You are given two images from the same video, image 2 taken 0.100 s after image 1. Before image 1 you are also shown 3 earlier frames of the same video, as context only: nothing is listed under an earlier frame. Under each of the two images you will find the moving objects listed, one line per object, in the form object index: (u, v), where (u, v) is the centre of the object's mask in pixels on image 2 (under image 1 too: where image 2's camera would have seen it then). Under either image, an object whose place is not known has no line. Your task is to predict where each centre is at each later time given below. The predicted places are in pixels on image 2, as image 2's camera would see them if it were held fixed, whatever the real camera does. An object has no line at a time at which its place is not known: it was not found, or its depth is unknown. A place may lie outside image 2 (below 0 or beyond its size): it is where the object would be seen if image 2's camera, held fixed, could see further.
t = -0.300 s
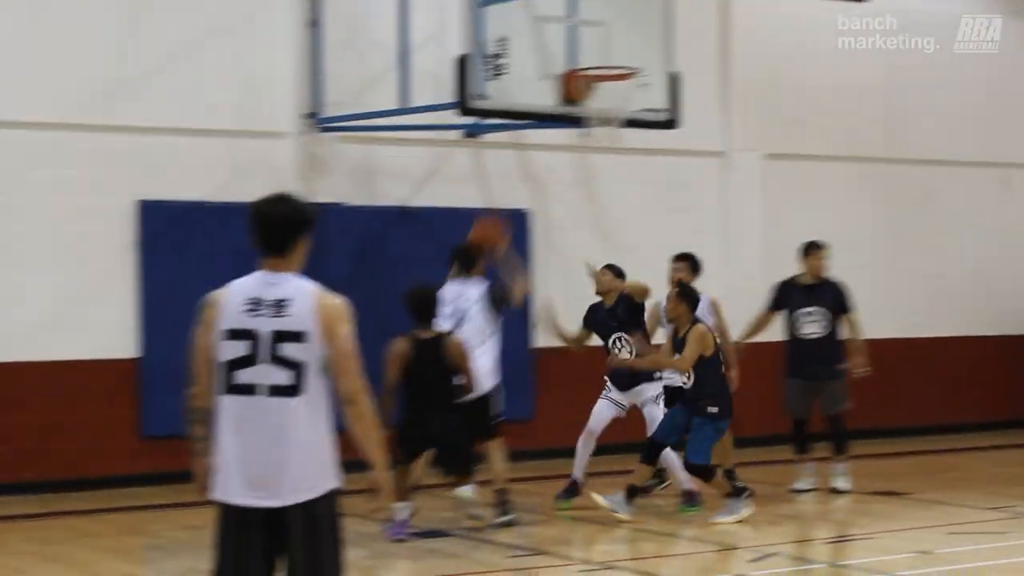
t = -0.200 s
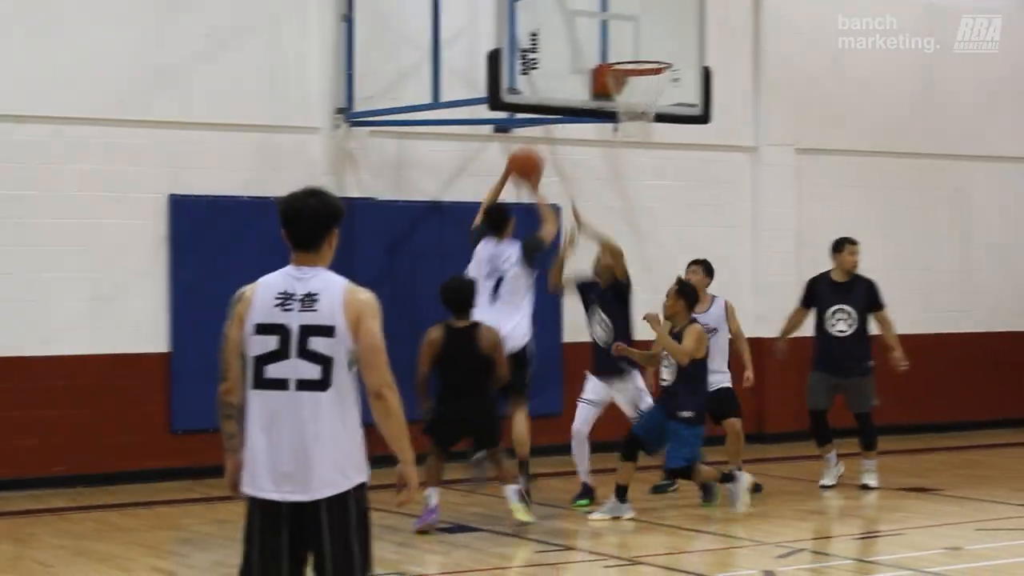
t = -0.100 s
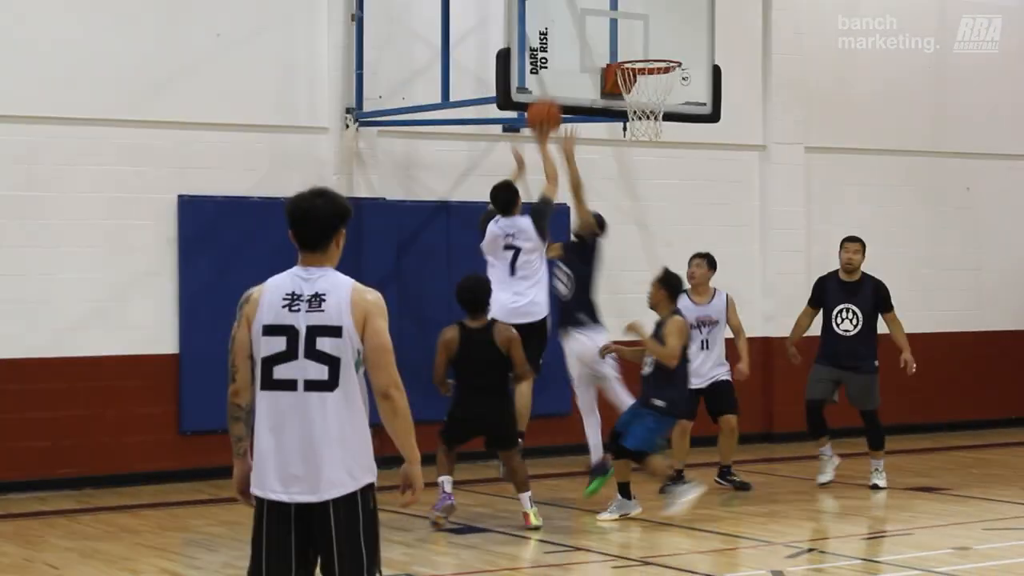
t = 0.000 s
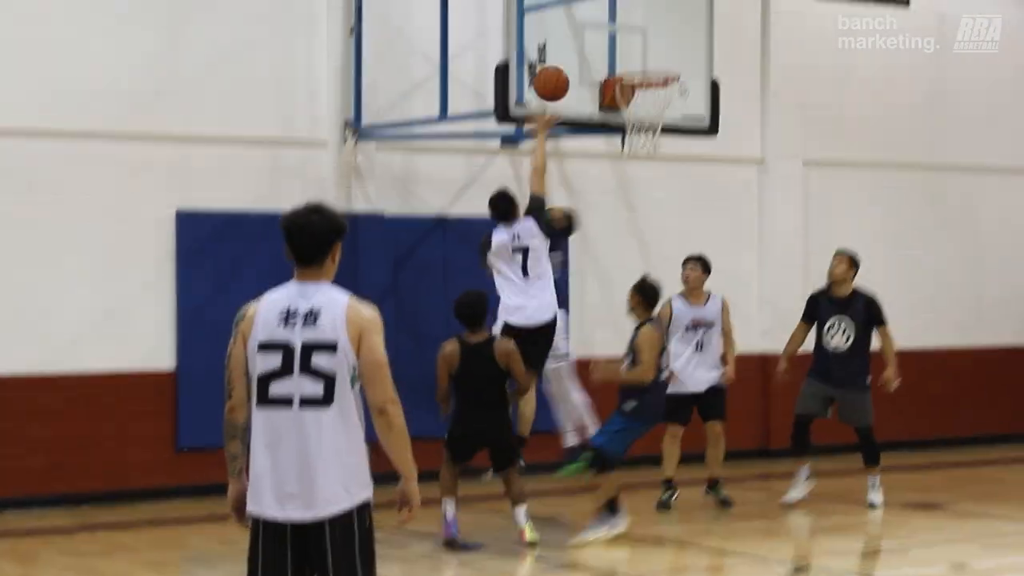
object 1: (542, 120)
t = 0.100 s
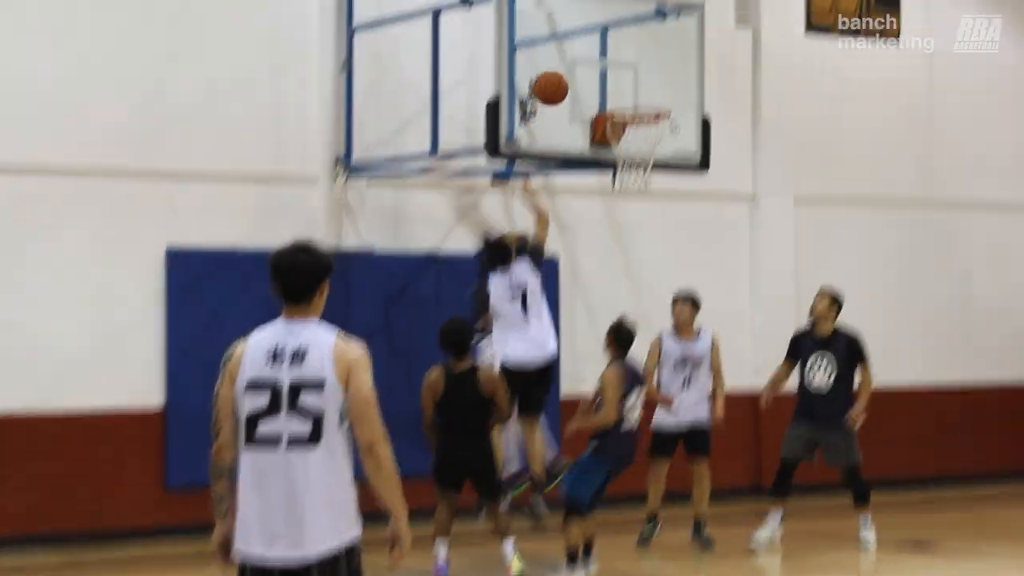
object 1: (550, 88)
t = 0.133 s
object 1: (553, 82)
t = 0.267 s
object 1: (564, 70)
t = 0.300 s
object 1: (571, 71)
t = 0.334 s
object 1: (579, 73)
